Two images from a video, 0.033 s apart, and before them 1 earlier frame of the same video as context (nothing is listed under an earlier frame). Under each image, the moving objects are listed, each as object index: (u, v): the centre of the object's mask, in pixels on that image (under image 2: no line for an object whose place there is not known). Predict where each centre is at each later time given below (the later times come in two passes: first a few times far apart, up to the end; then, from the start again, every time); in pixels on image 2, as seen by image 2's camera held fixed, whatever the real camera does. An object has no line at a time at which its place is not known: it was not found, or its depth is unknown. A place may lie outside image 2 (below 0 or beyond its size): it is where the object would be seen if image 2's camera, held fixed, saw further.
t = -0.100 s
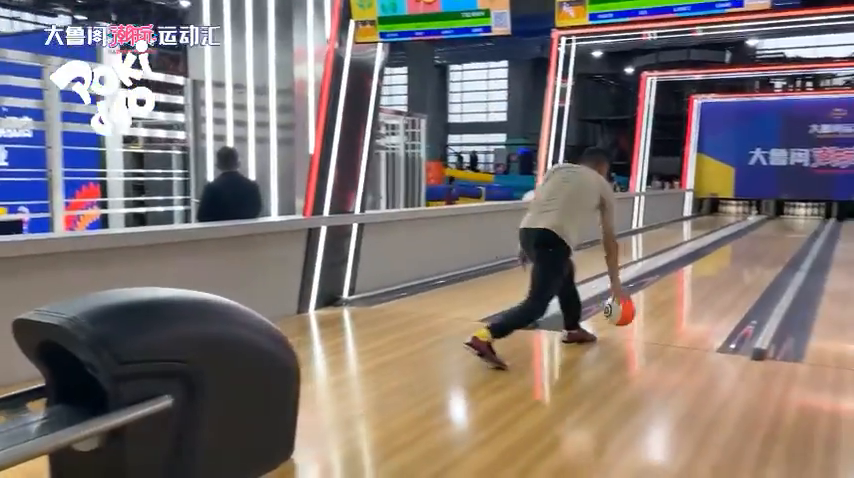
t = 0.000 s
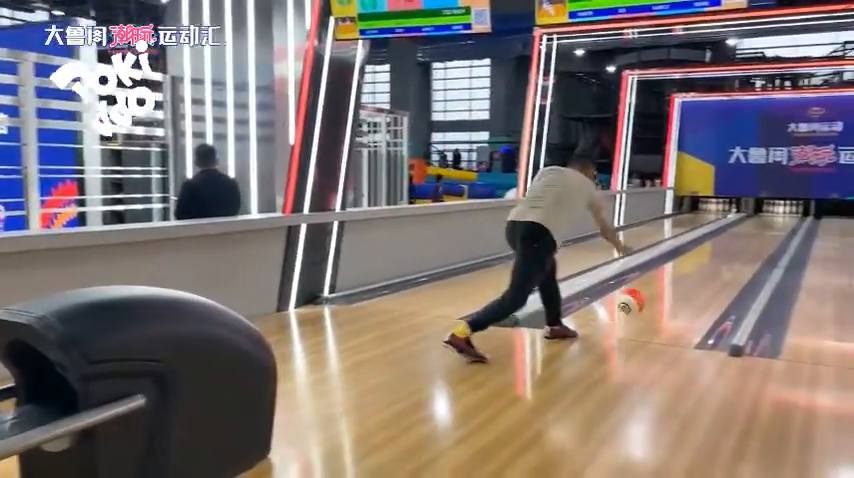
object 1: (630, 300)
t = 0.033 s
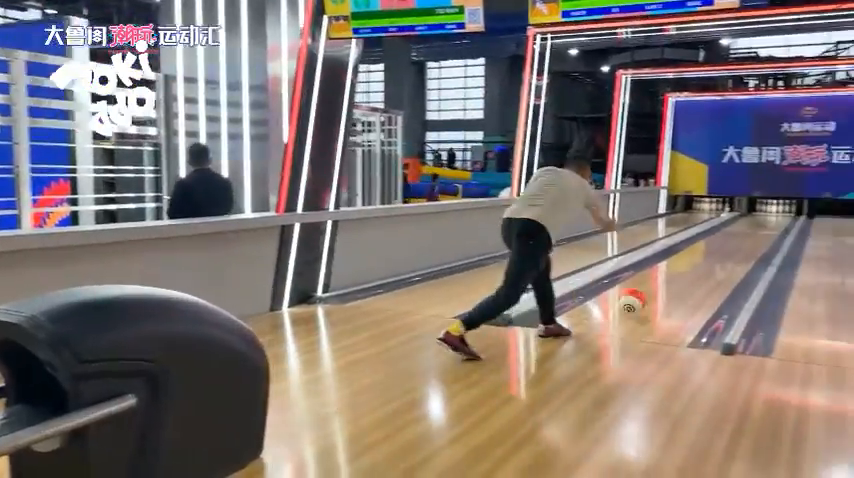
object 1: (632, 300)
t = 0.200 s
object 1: (667, 284)
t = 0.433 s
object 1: (700, 263)
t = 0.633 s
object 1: (718, 251)
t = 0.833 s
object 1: (732, 243)
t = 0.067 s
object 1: (640, 301)
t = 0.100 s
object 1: (648, 296)
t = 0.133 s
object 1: (655, 292)
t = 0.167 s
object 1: (662, 287)
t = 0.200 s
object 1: (667, 284)
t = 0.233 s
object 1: (673, 280)
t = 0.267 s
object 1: (677, 277)
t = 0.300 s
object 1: (681, 274)
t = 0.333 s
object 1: (685, 272)
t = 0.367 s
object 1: (691, 268)
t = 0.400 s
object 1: (695, 265)
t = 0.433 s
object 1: (700, 263)
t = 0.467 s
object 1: (704, 261)
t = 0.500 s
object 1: (708, 258)
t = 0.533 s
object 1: (708, 259)
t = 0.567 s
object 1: (712, 256)
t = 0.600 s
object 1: (715, 253)
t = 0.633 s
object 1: (718, 251)
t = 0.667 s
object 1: (721, 250)
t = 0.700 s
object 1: (723, 248)
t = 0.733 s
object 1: (725, 247)
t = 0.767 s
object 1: (727, 245)
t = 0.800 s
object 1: (728, 243)
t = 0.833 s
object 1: (732, 243)
